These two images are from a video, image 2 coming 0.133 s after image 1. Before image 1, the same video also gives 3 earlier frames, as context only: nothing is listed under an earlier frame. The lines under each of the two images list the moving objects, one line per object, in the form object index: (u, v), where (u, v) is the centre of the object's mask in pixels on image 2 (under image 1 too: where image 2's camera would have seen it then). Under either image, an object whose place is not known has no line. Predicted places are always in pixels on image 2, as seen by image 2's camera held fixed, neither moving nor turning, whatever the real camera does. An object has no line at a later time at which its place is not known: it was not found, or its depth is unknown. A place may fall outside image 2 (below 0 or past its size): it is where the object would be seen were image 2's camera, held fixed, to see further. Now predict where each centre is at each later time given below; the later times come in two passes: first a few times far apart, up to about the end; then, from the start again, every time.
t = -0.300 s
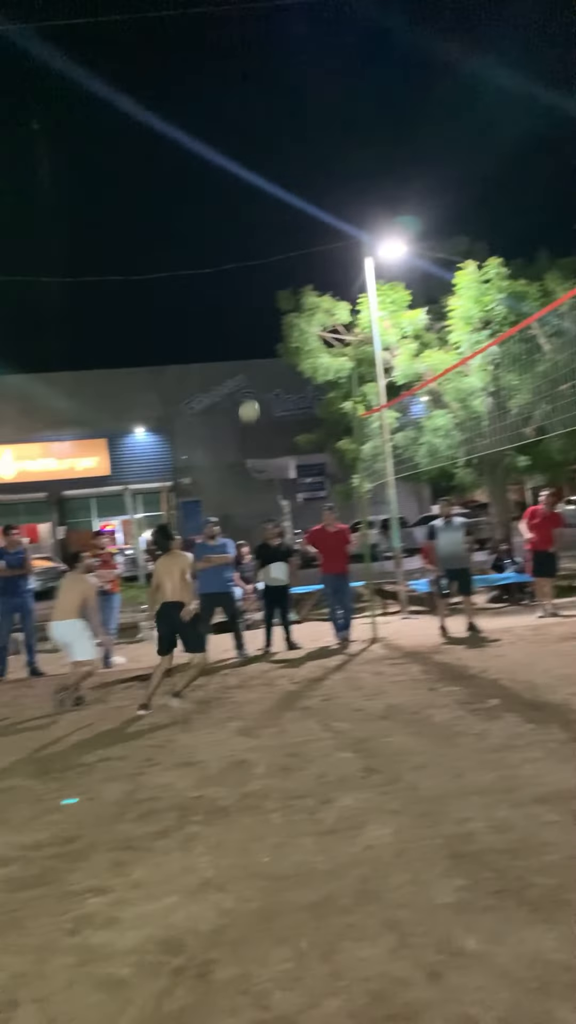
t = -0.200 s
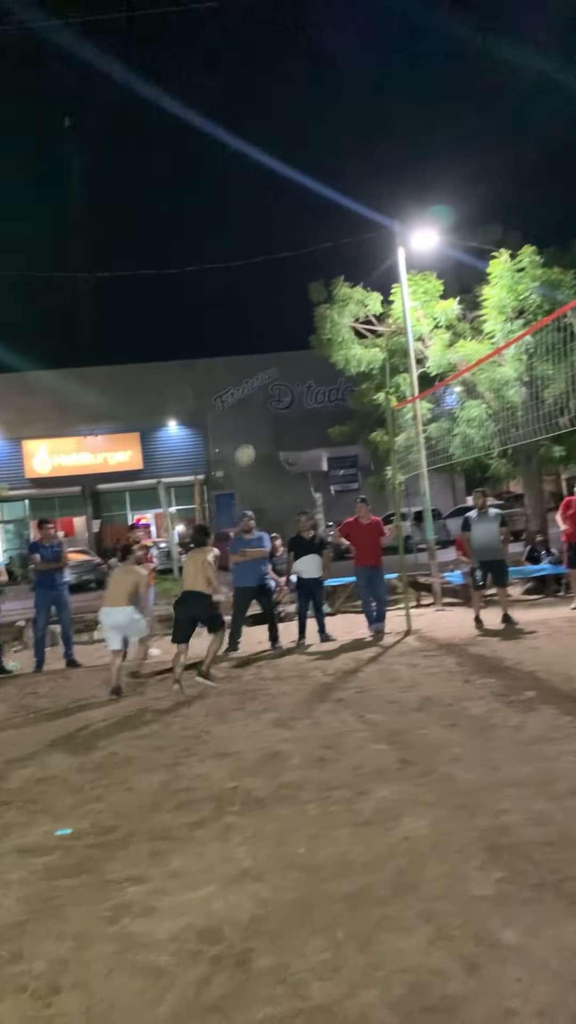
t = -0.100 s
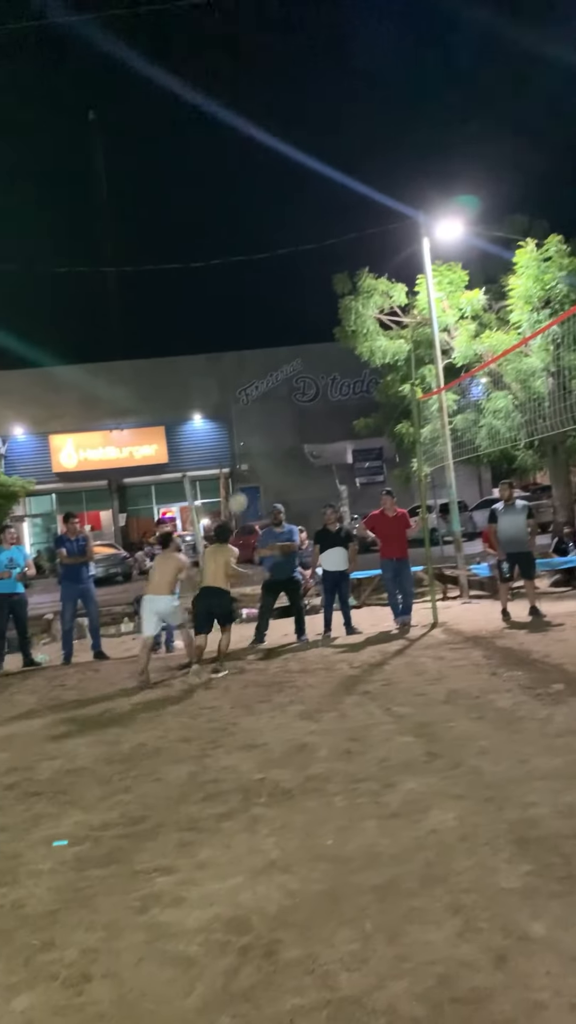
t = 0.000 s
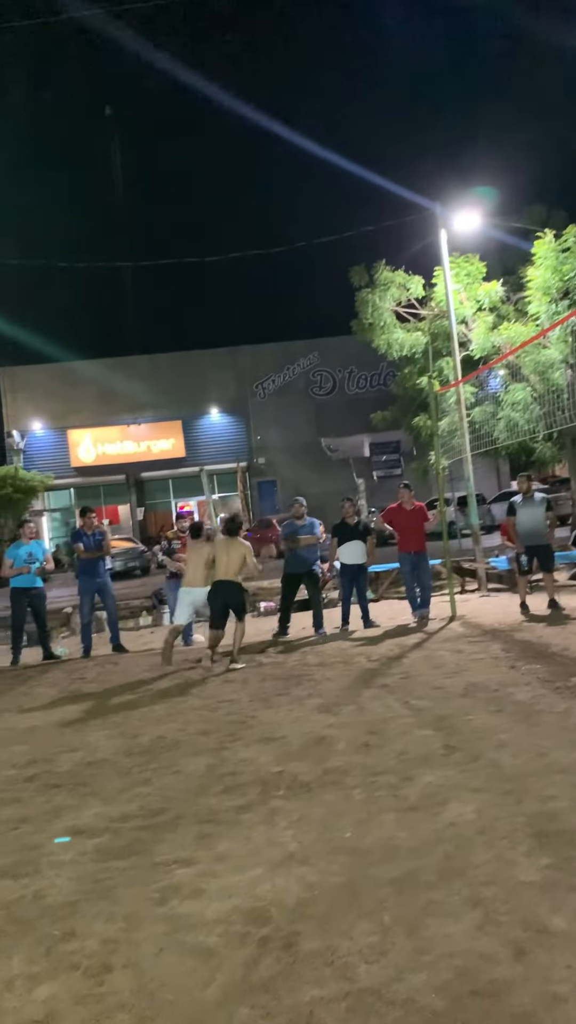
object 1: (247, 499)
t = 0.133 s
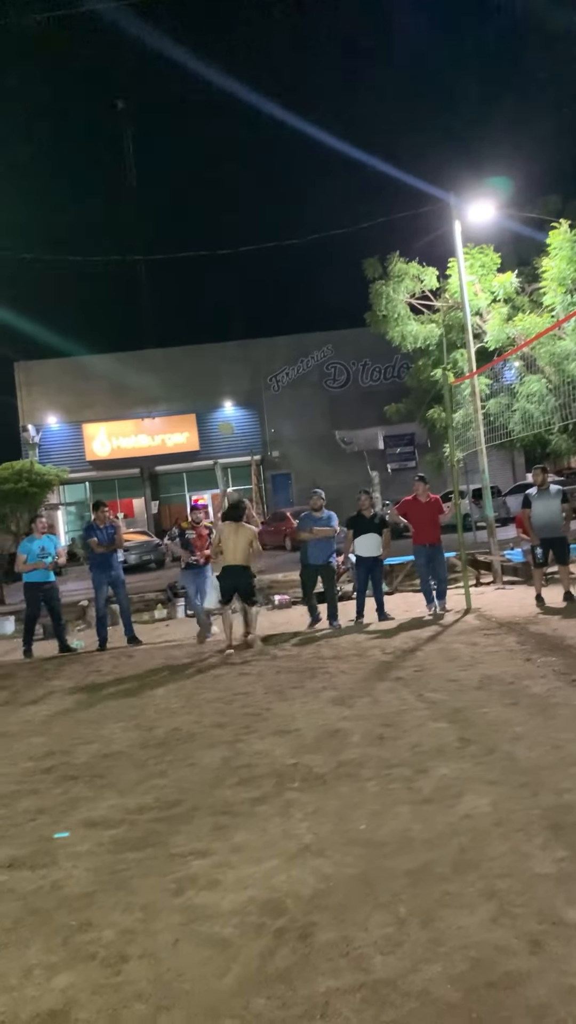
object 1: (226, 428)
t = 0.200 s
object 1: (216, 396)
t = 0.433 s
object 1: (185, 322)
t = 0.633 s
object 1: (162, 298)
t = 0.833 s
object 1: (146, 309)
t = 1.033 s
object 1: (135, 353)
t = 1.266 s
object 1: (127, 445)
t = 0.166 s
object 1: (221, 410)
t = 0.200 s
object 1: (216, 396)
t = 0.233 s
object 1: (212, 382)
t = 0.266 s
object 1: (207, 370)
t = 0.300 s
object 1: (202, 358)
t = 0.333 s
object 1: (198, 348)
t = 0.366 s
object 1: (193, 338)
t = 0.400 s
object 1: (189, 330)
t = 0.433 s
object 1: (185, 322)
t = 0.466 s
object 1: (181, 316)
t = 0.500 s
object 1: (177, 310)
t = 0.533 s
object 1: (173, 305)
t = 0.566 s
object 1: (169, 302)
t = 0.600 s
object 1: (166, 299)
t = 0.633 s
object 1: (162, 298)
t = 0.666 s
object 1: (159, 297)
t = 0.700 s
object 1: (156, 298)
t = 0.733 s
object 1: (153, 299)
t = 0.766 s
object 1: (151, 301)
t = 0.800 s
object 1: (148, 305)
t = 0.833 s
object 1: (146, 309)
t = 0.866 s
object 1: (144, 314)
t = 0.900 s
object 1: (141, 320)
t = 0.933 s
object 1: (139, 327)
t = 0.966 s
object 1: (138, 335)
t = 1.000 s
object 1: (136, 344)
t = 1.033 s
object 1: (135, 353)
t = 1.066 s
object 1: (133, 363)
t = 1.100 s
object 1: (132, 375)
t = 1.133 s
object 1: (131, 387)
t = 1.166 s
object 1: (130, 400)
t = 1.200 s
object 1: (129, 413)
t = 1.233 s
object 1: (128, 429)
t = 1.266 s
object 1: (127, 445)
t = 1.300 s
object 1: (127, 459)
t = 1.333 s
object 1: (127, 476)
